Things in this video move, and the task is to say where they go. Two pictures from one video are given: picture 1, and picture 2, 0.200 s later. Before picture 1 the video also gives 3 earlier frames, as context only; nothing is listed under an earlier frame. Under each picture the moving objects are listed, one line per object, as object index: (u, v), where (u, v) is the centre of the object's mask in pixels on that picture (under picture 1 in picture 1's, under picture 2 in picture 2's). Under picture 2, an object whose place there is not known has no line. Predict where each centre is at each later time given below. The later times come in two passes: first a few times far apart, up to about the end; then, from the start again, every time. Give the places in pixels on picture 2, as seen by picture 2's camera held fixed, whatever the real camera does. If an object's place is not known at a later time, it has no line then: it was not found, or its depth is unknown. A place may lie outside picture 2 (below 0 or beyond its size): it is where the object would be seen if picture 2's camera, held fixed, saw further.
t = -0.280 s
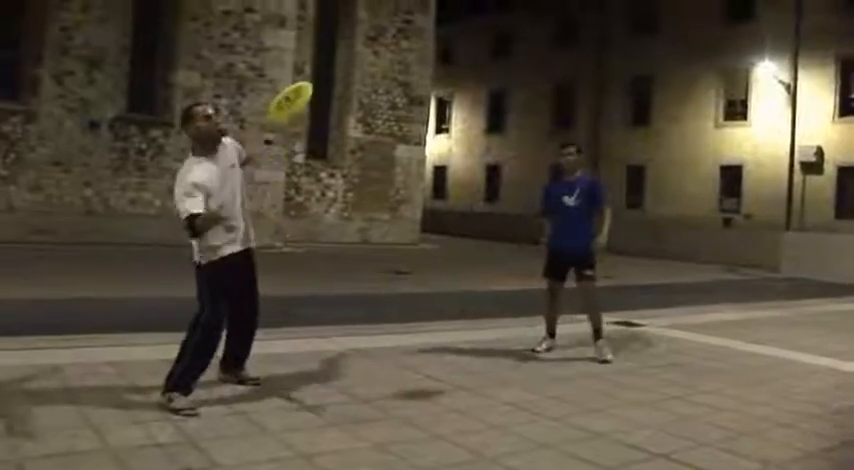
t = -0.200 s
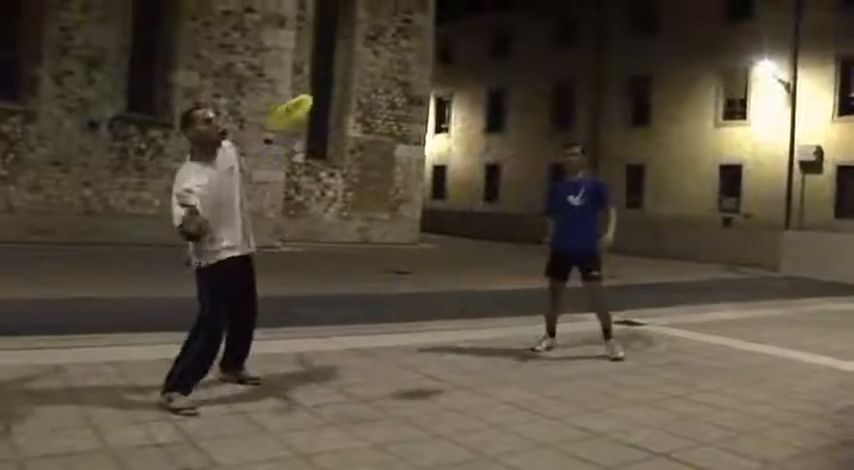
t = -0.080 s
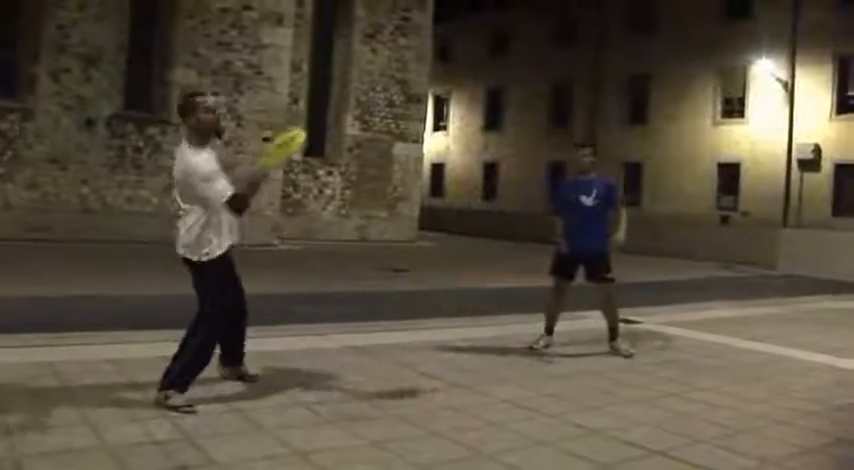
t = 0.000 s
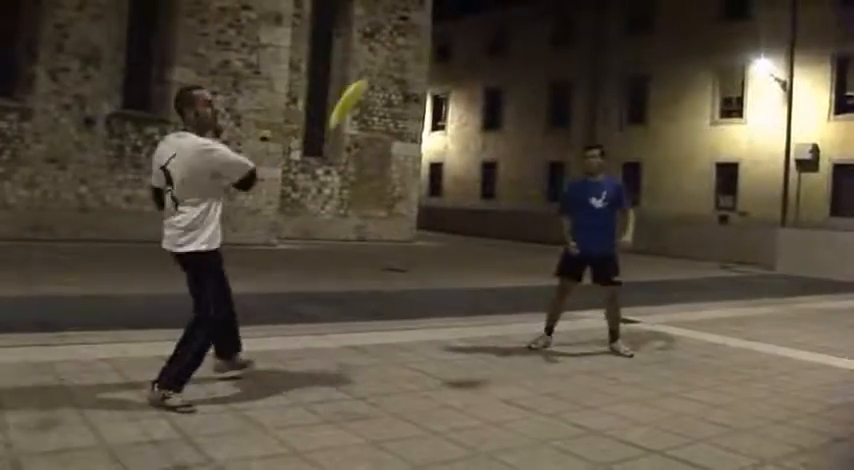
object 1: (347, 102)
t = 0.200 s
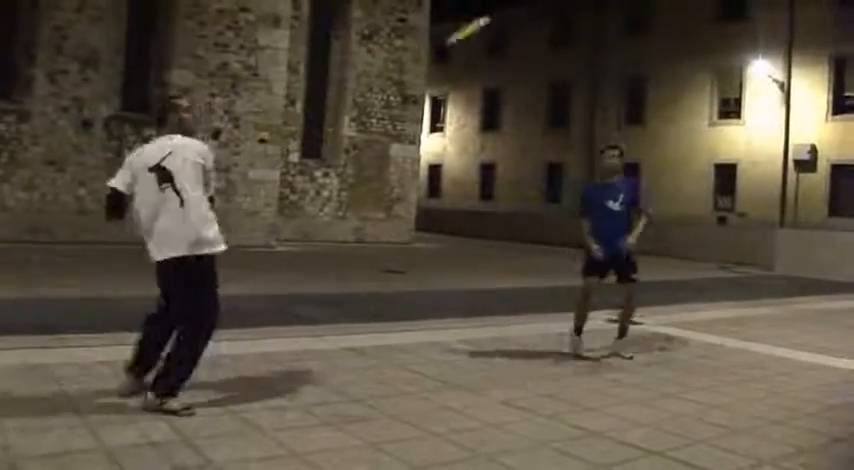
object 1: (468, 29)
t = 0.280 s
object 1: (502, 16)
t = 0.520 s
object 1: (576, 22)
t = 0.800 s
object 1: (617, 98)
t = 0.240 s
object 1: (485, 23)
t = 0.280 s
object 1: (502, 16)
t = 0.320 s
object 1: (515, 15)
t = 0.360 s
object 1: (531, 12)
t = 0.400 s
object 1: (542, 13)
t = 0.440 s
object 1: (555, 13)
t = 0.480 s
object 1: (565, 17)
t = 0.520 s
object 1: (576, 22)
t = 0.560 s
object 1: (583, 29)
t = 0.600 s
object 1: (590, 37)
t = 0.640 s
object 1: (598, 46)
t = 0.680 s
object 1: (603, 57)
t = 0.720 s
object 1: (609, 69)
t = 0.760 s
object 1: (612, 83)
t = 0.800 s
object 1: (617, 98)
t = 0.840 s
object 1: (619, 114)
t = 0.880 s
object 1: (621, 133)
